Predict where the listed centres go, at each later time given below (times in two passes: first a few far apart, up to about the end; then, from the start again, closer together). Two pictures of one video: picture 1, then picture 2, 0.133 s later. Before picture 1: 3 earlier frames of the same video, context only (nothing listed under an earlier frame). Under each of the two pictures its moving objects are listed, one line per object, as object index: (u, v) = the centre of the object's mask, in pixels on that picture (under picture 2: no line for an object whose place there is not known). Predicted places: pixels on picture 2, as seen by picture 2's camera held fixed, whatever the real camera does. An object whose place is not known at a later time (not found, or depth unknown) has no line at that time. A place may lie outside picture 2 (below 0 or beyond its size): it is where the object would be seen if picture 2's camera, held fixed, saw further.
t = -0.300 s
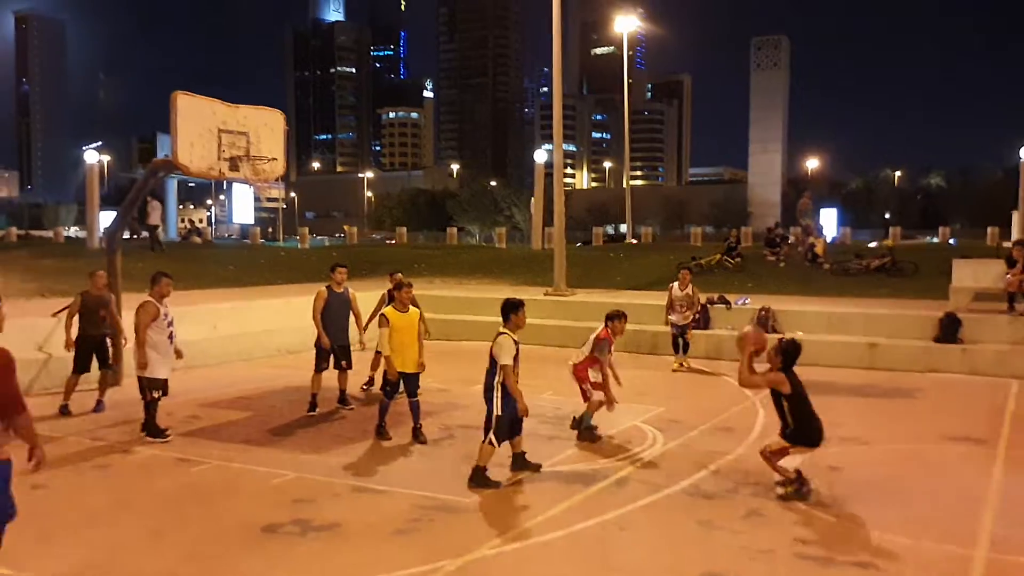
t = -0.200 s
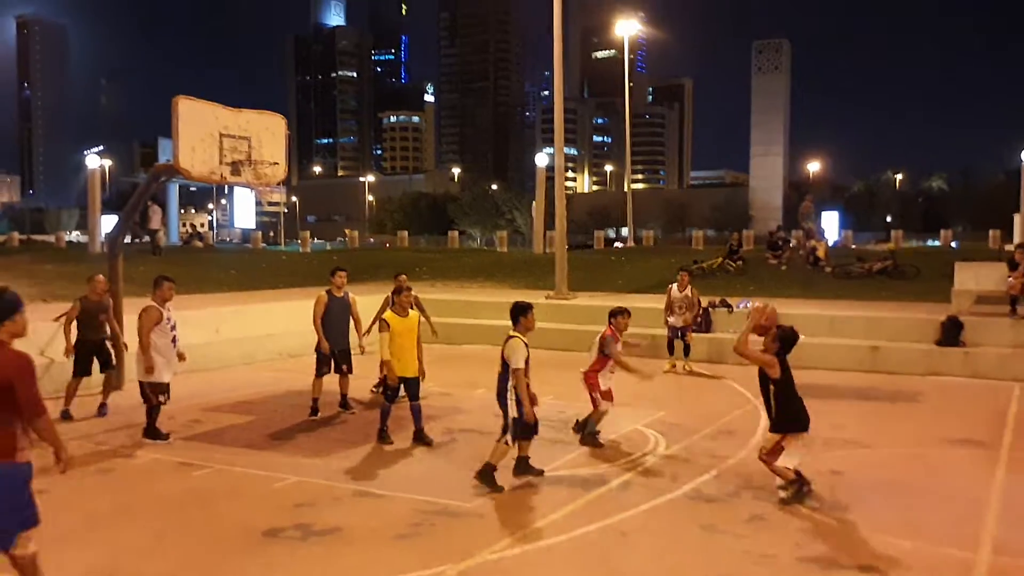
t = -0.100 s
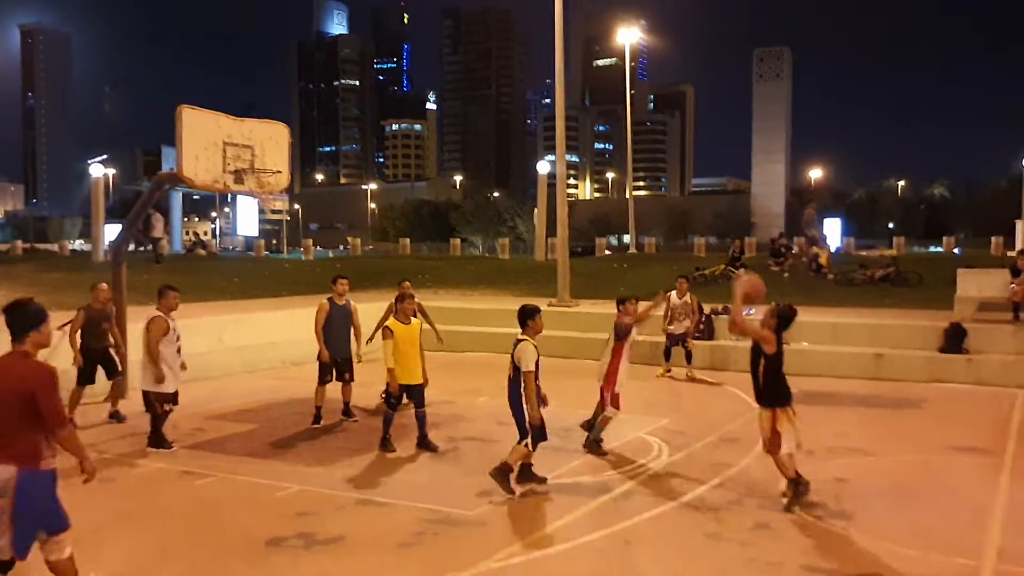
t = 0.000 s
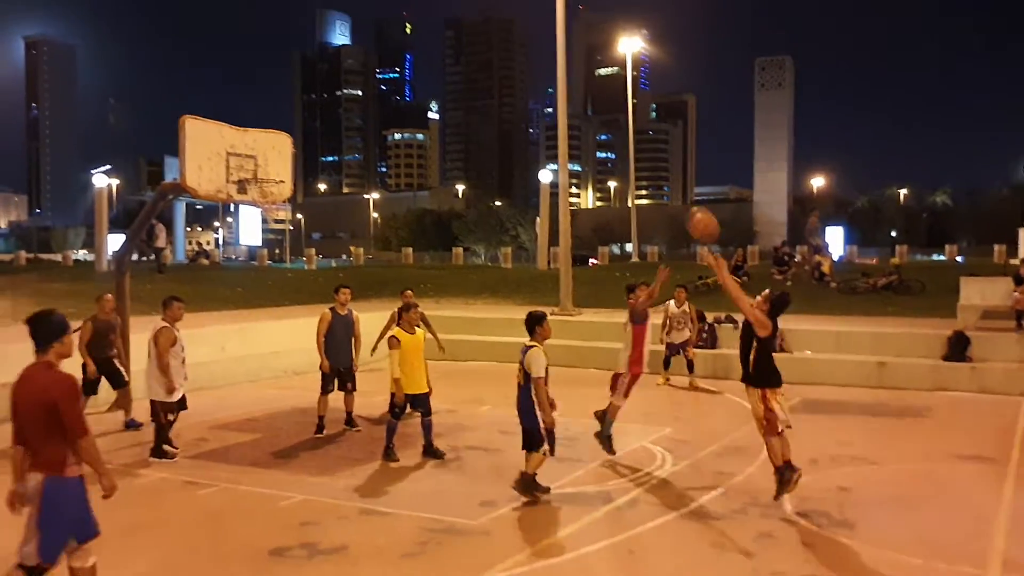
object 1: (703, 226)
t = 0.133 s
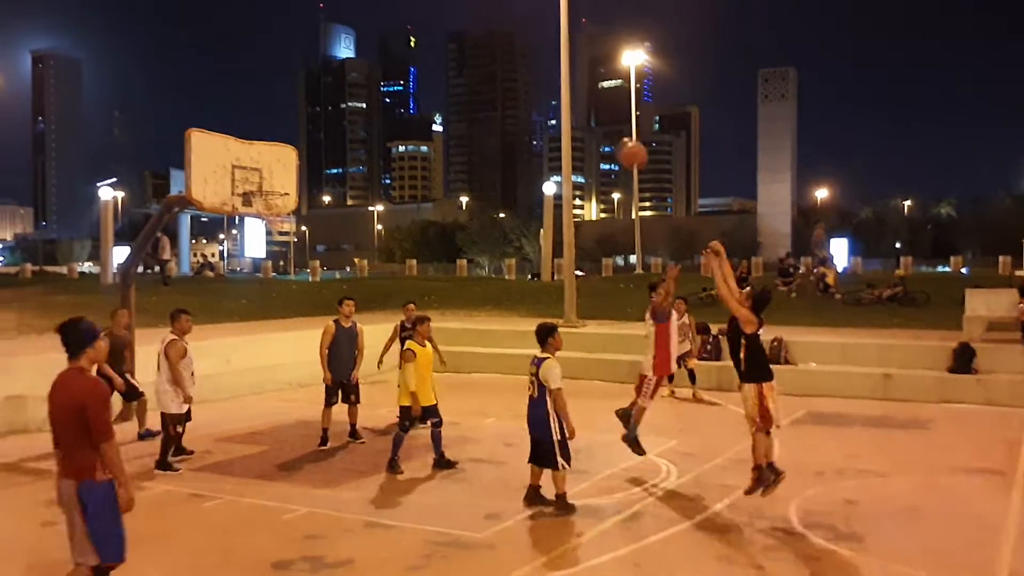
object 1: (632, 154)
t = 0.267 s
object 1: (566, 99)
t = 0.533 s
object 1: (451, 54)
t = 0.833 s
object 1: (346, 87)
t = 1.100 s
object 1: (272, 173)
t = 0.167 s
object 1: (616, 137)
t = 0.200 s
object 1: (598, 124)
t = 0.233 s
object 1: (582, 111)
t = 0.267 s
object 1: (566, 99)
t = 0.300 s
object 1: (548, 88)
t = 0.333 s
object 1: (535, 80)
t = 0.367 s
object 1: (520, 72)
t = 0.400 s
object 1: (505, 66)
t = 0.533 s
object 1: (451, 54)
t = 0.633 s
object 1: (413, 57)
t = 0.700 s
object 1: (389, 64)
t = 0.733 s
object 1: (378, 68)
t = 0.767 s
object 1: (368, 74)
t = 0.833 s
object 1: (346, 87)
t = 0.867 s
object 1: (335, 96)
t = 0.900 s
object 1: (325, 104)
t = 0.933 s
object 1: (316, 114)
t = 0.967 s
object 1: (306, 124)
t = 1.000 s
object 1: (298, 135)
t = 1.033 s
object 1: (290, 146)
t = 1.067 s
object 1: (280, 160)
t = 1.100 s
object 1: (272, 173)
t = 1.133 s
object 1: (264, 187)
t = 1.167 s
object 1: (258, 200)
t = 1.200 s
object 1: (260, 208)
